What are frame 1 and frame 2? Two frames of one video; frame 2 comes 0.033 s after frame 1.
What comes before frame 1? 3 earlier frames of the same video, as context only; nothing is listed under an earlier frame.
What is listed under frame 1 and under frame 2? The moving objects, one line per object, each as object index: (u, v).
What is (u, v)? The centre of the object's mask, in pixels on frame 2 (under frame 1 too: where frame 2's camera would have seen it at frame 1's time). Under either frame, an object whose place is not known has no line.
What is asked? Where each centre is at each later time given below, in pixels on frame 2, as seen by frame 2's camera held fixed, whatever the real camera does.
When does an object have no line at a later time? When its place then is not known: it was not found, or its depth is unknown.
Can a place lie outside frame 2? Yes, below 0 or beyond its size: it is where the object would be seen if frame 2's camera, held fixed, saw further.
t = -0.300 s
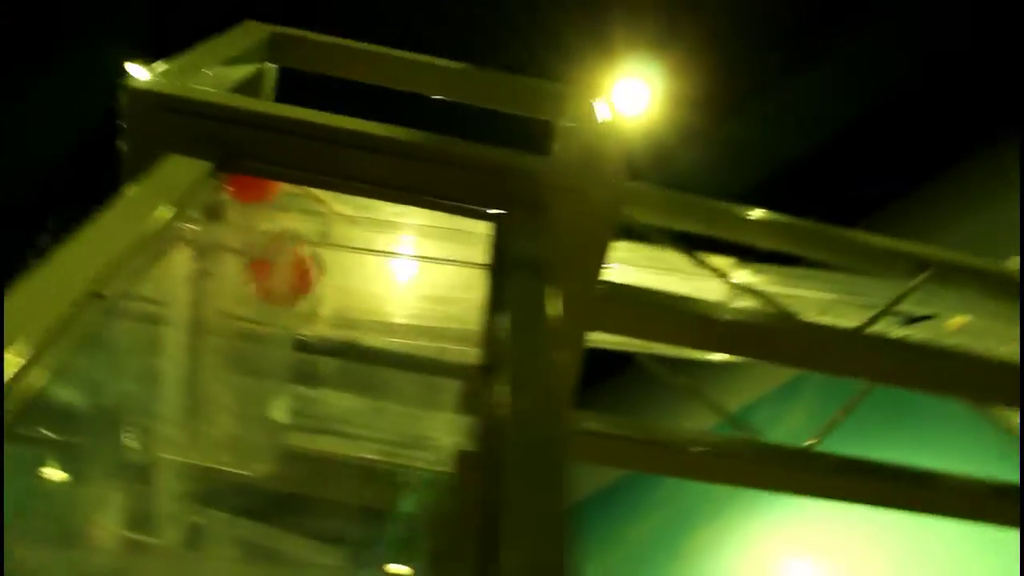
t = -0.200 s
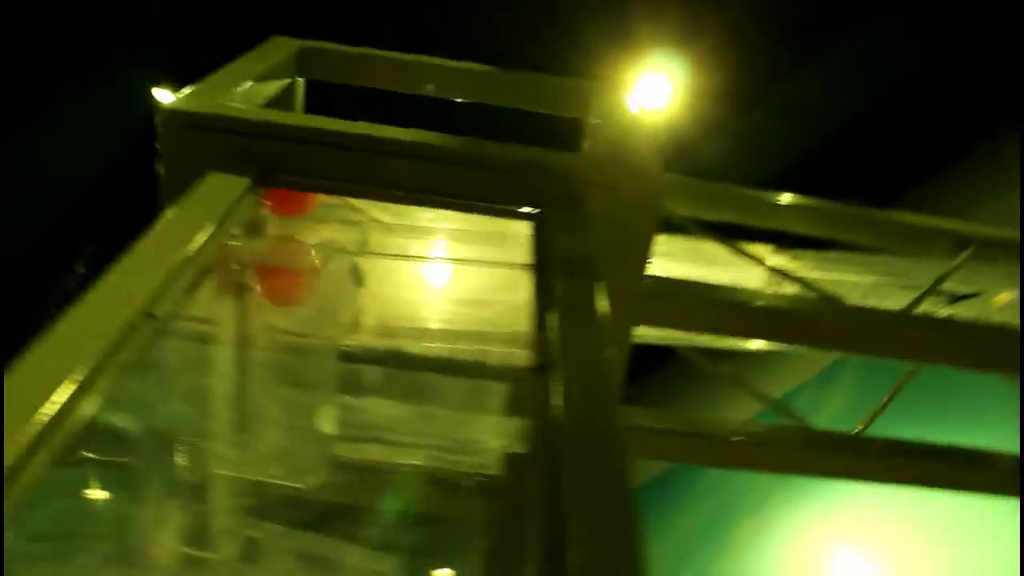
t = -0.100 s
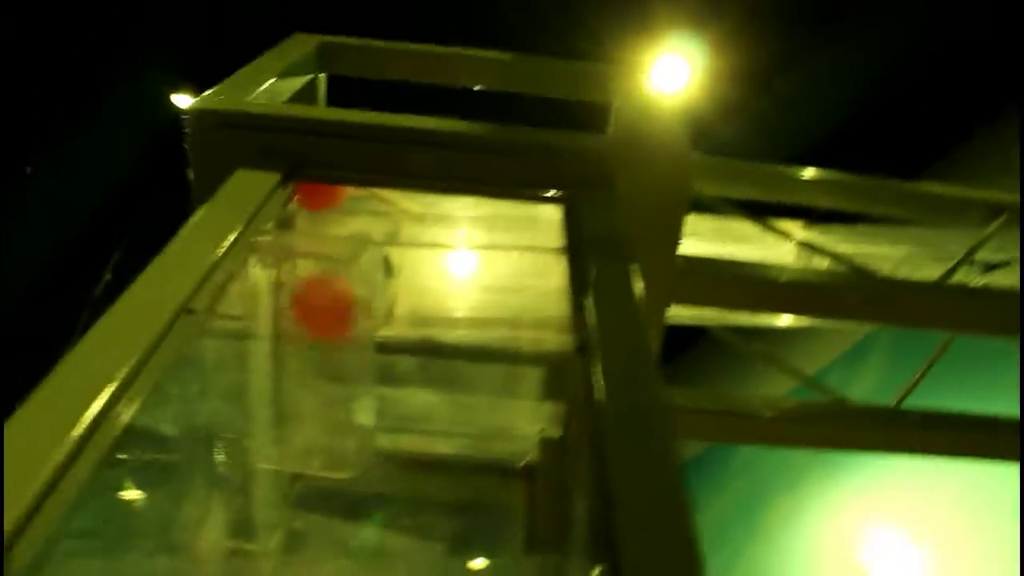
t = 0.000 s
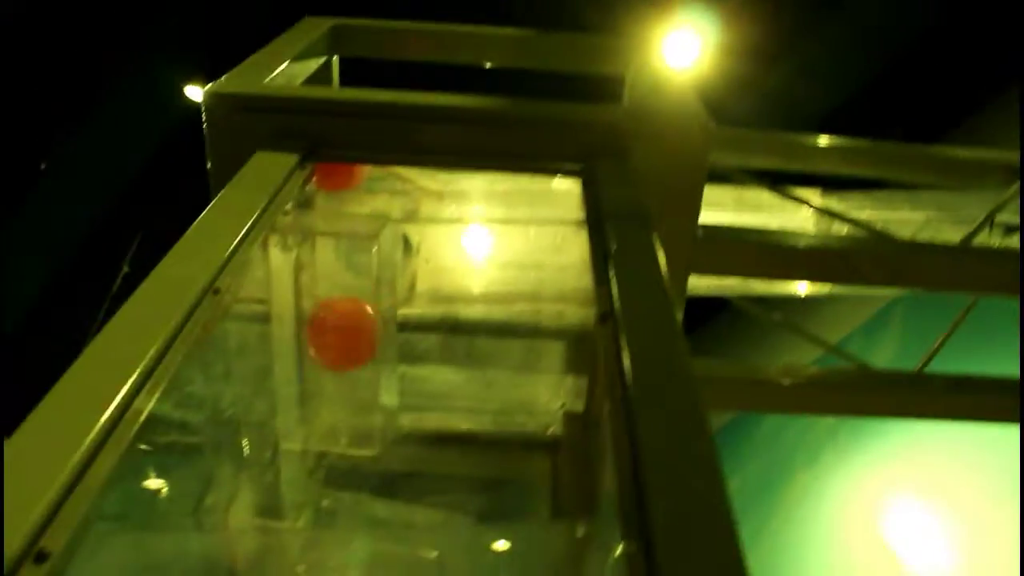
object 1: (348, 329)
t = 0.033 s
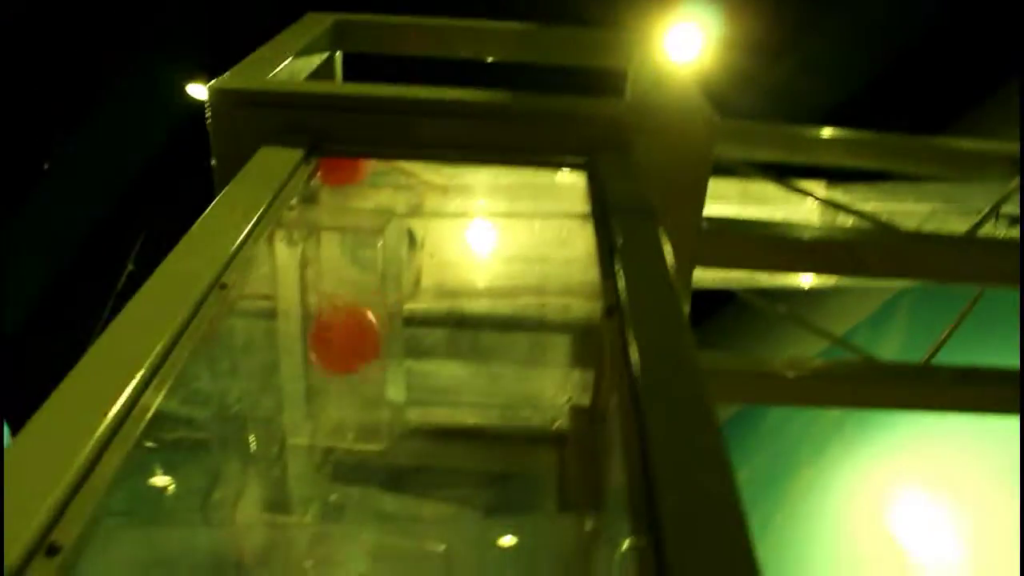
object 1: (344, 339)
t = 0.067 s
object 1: (338, 352)
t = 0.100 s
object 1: (330, 372)
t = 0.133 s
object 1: (332, 384)
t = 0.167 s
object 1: (335, 403)
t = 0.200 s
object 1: (334, 418)
